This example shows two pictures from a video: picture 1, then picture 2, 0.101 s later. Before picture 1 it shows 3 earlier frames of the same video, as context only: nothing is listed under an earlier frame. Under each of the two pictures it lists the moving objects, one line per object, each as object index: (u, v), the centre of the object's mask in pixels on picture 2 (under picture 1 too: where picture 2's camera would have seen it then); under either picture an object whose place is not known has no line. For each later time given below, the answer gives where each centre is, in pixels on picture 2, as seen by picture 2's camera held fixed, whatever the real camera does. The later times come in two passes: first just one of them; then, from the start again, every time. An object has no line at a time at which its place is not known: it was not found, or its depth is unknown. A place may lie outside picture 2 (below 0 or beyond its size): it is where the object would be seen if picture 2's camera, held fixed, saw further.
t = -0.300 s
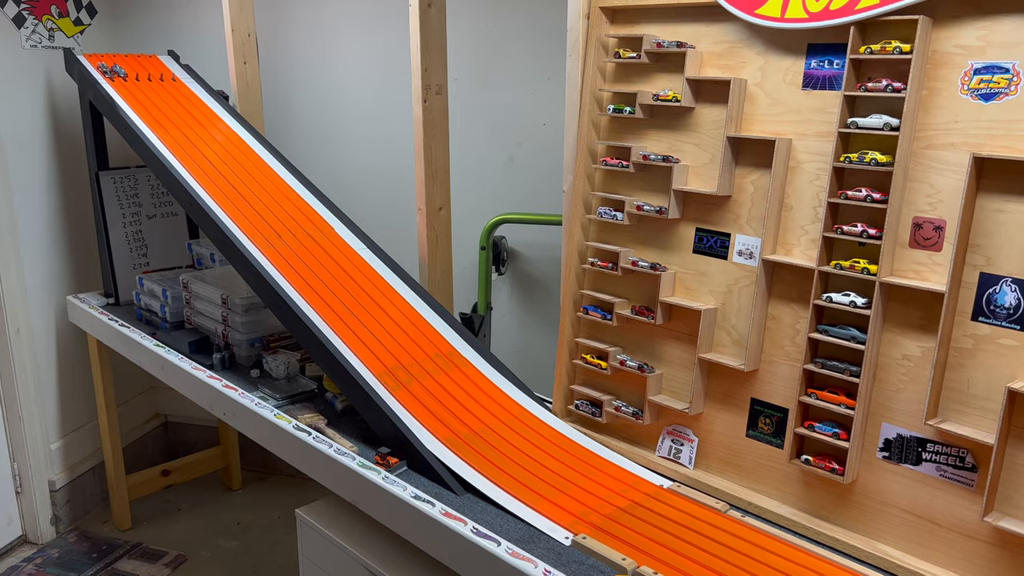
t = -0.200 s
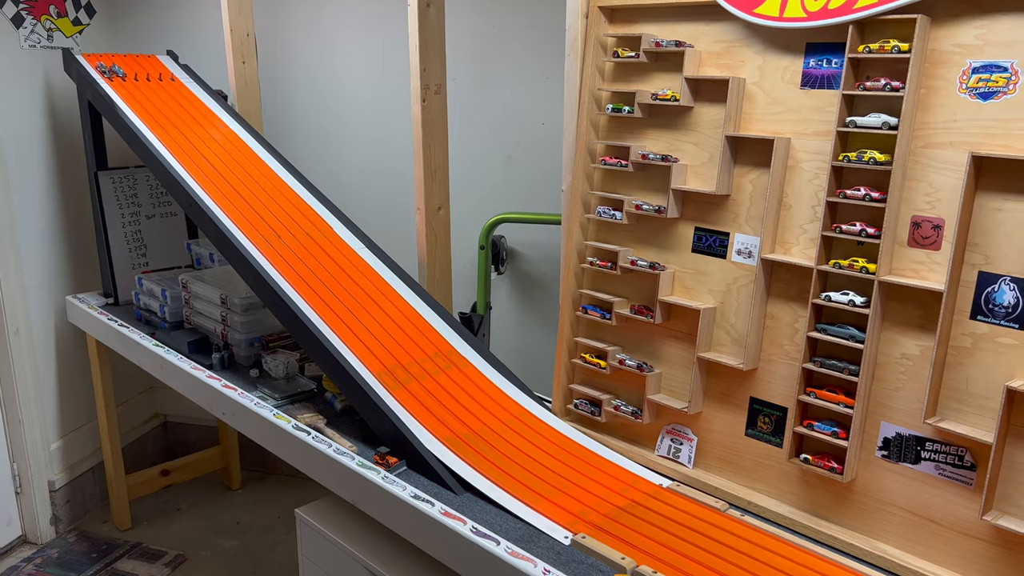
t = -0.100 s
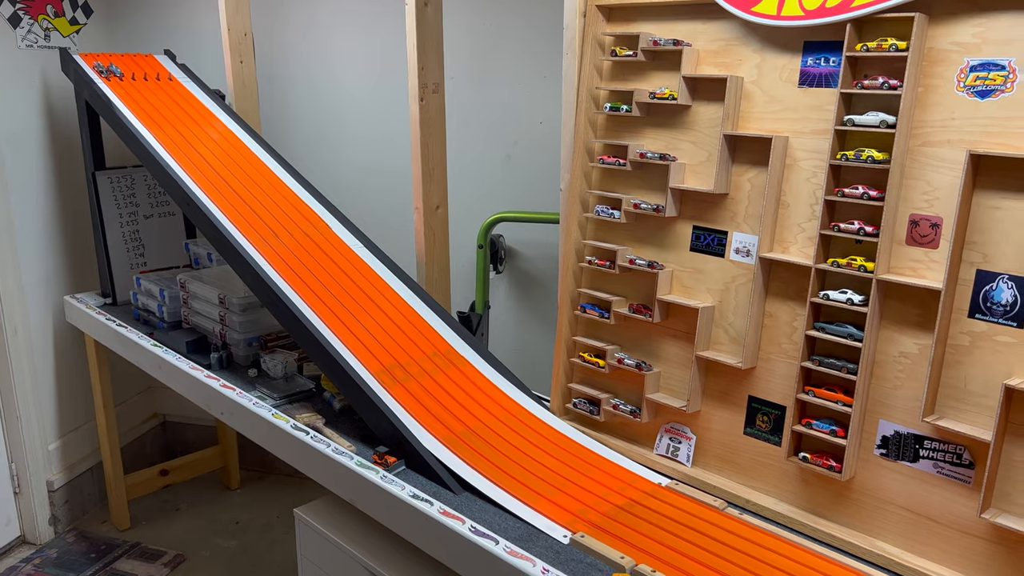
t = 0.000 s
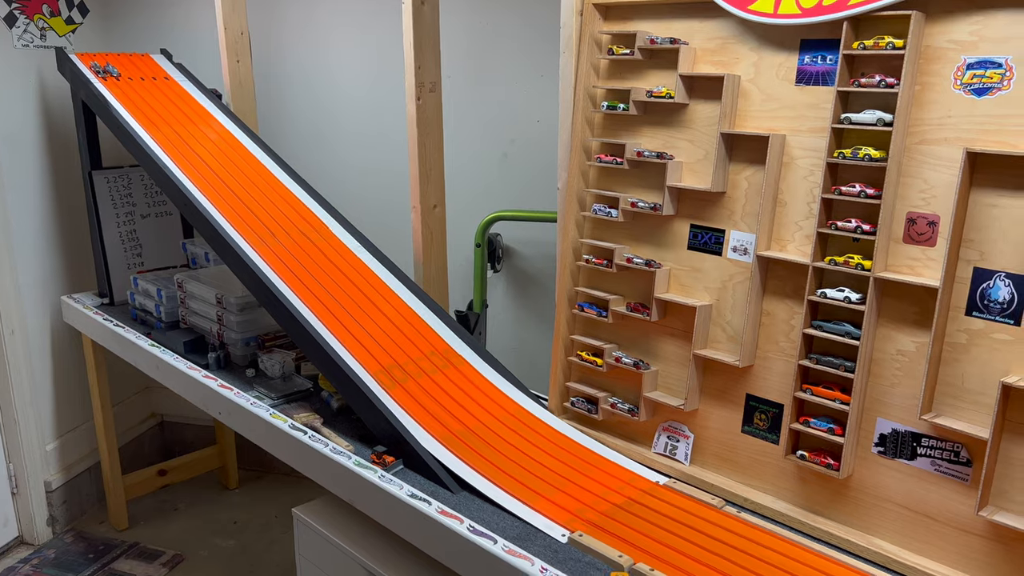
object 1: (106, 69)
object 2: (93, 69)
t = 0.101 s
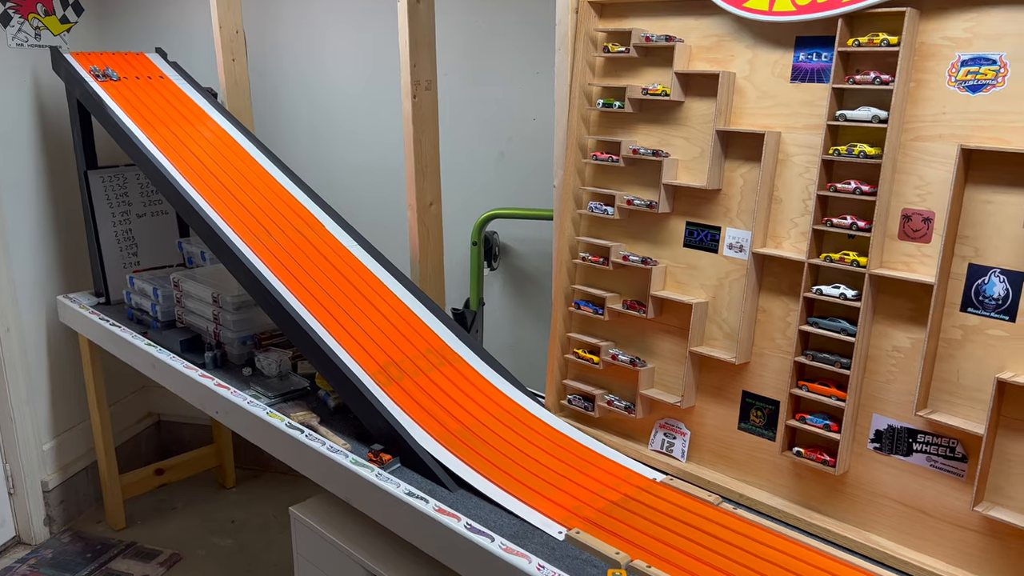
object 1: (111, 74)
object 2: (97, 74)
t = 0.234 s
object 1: (124, 88)
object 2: (111, 88)
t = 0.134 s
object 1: (114, 77)
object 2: (100, 76)
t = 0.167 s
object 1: (117, 80)
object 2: (103, 80)
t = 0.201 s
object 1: (120, 84)
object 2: (107, 84)
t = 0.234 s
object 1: (124, 88)
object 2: (111, 88)
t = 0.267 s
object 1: (129, 93)
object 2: (116, 93)
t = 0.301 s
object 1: (134, 99)
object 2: (122, 99)
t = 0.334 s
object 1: (141, 106)
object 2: (128, 106)
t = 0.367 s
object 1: (148, 113)
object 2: (135, 114)
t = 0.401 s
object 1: (156, 121)
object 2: (143, 122)
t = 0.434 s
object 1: (164, 130)
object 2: (151, 131)
